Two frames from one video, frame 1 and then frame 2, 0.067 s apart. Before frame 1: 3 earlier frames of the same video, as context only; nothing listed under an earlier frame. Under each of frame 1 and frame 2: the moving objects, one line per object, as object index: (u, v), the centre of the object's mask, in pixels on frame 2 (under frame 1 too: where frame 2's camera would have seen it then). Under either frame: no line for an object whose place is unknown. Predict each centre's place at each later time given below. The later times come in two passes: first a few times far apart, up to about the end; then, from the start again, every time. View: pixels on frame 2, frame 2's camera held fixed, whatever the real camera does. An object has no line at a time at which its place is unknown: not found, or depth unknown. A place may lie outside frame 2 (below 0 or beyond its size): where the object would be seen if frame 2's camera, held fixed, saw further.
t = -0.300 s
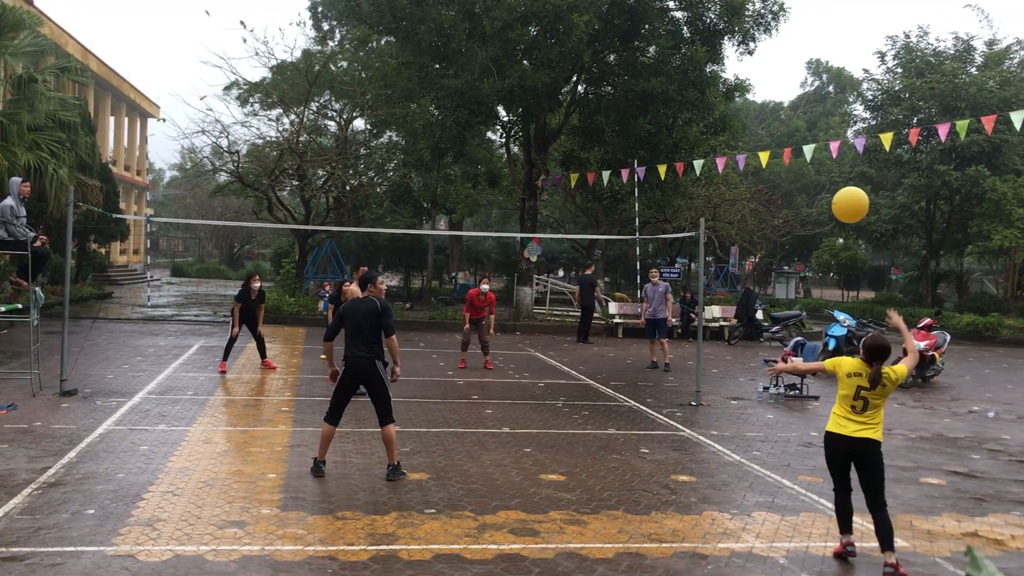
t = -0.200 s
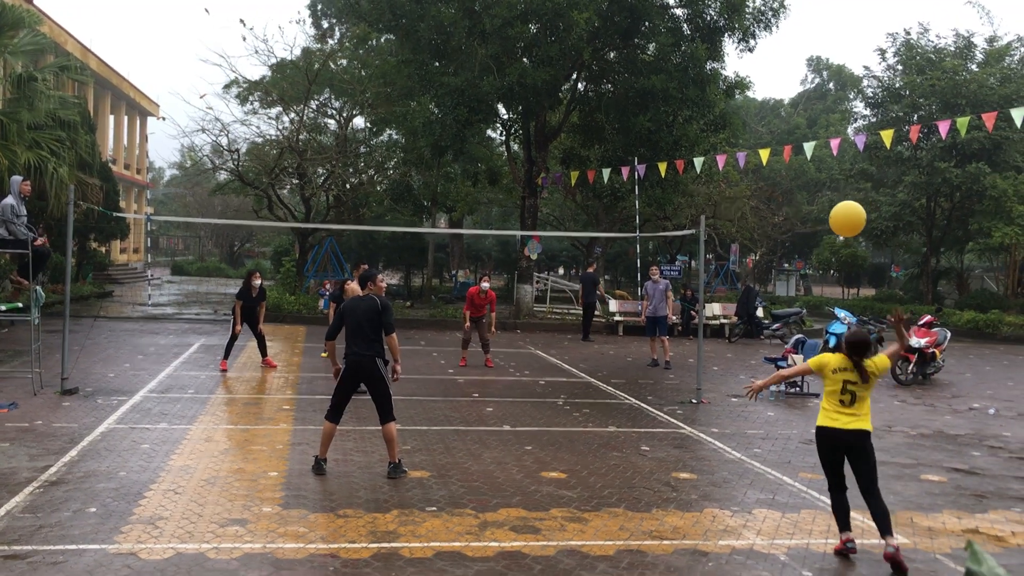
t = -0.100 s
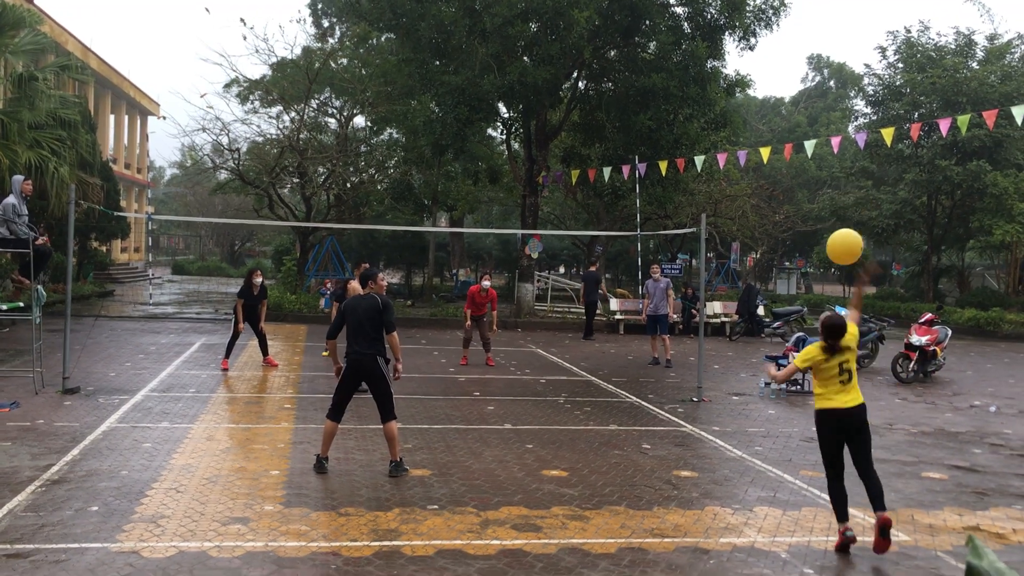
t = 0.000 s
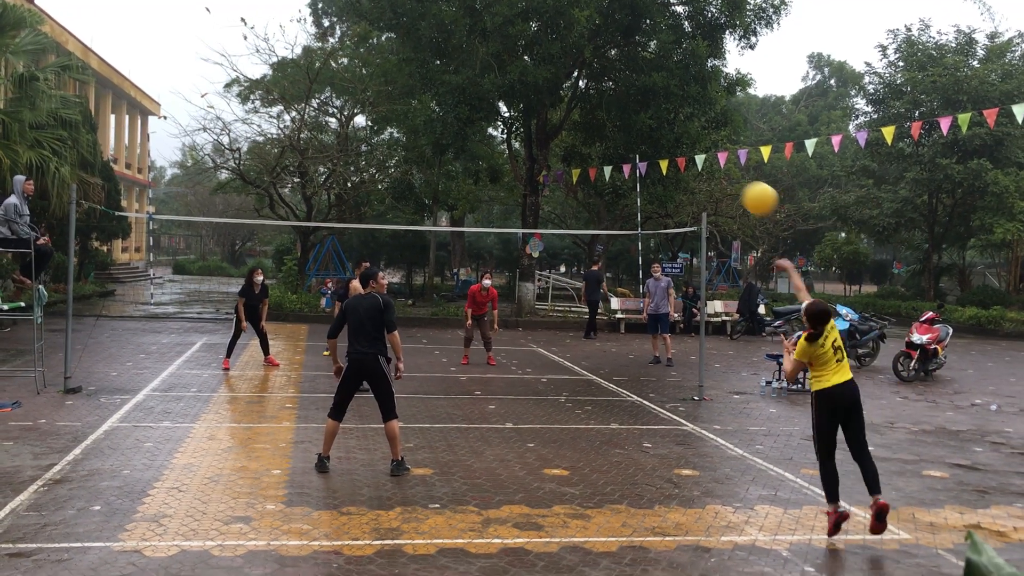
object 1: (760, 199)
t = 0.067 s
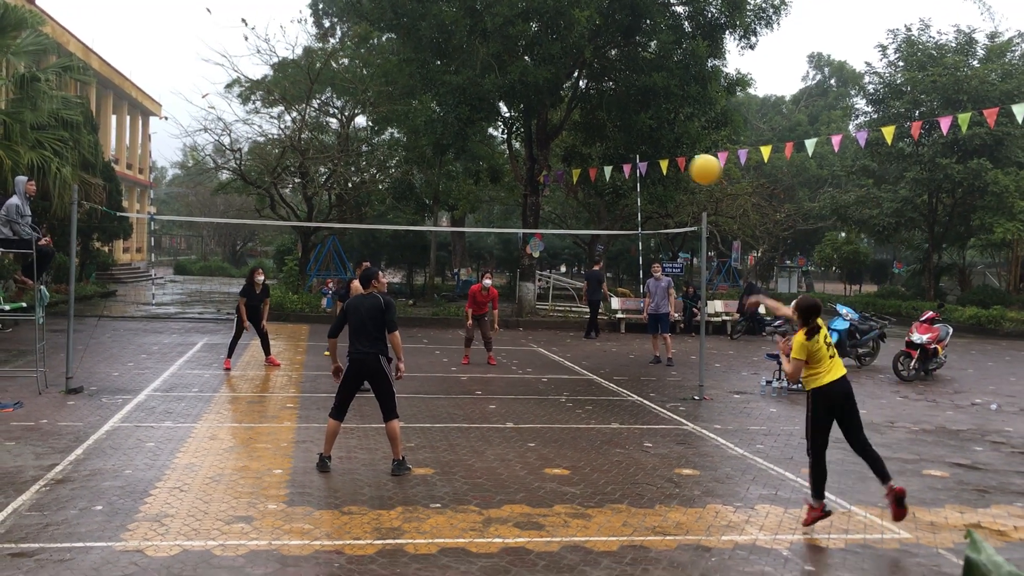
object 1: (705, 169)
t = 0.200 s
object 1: (625, 140)
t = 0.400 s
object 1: (540, 136)
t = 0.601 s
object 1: (478, 163)
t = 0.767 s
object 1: (437, 198)
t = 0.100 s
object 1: (682, 159)
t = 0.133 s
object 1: (662, 150)
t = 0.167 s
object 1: (643, 144)
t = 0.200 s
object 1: (625, 140)
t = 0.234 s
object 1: (608, 136)
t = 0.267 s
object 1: (593, 134)
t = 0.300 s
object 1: (579, 133)
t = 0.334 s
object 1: (565, 133)
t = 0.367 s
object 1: (553, 135)
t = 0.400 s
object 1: (540, 136)
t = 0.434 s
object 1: (528, 139)
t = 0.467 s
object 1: (517, 142)
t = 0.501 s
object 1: (507, 146)
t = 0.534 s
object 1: (496, 151)
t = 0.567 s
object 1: (487, 157)
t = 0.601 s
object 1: (478, 163)
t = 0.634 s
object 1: (469, 169)
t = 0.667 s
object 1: (460, 176)
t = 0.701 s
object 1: (453, 183)
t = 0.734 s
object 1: (445, 190)
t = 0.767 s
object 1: (437, 198)
